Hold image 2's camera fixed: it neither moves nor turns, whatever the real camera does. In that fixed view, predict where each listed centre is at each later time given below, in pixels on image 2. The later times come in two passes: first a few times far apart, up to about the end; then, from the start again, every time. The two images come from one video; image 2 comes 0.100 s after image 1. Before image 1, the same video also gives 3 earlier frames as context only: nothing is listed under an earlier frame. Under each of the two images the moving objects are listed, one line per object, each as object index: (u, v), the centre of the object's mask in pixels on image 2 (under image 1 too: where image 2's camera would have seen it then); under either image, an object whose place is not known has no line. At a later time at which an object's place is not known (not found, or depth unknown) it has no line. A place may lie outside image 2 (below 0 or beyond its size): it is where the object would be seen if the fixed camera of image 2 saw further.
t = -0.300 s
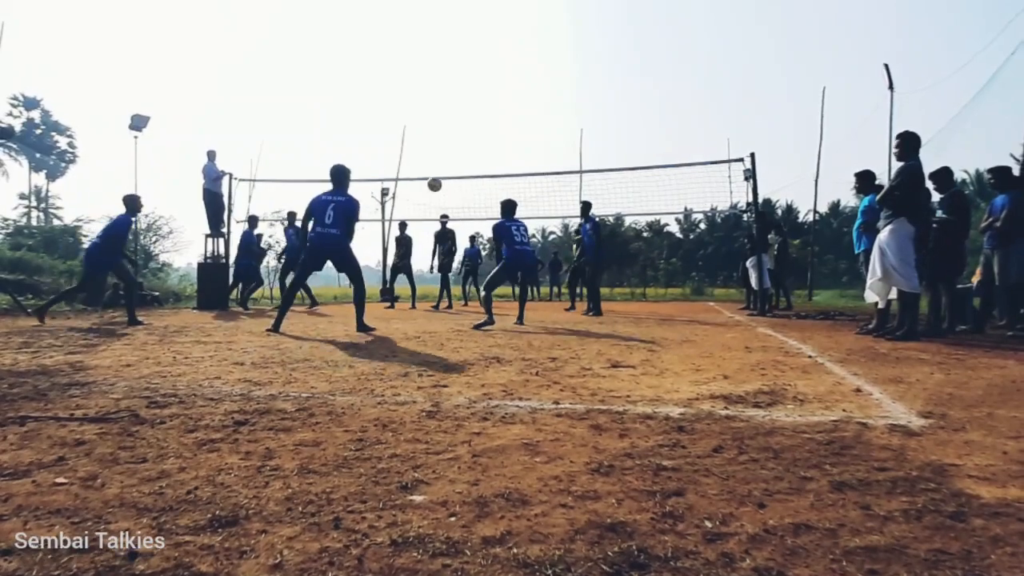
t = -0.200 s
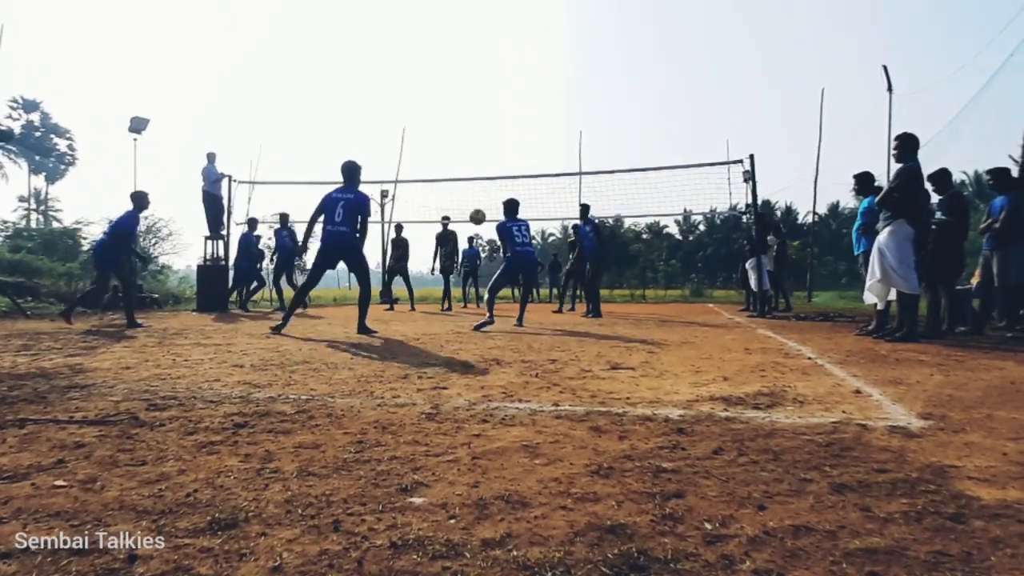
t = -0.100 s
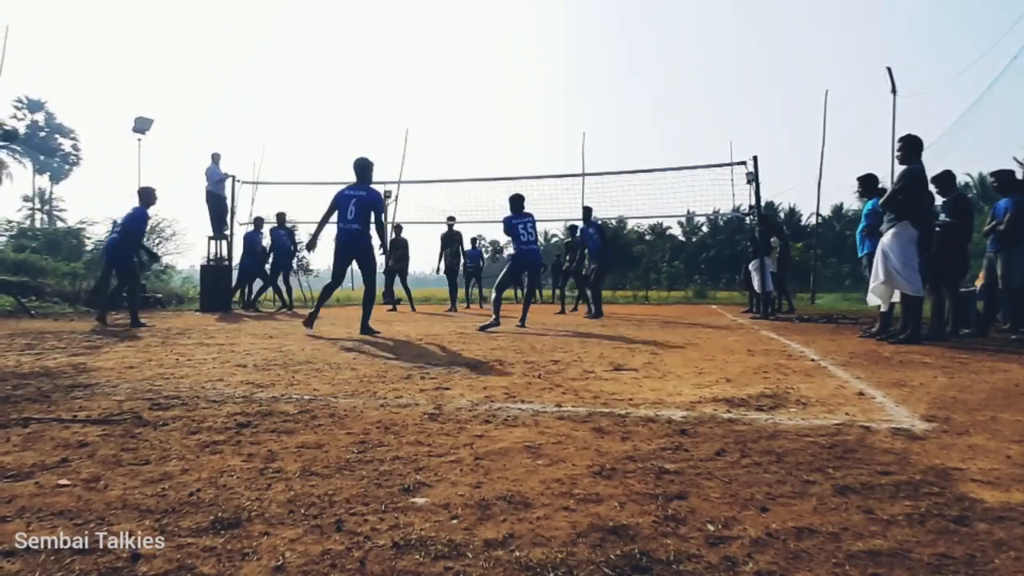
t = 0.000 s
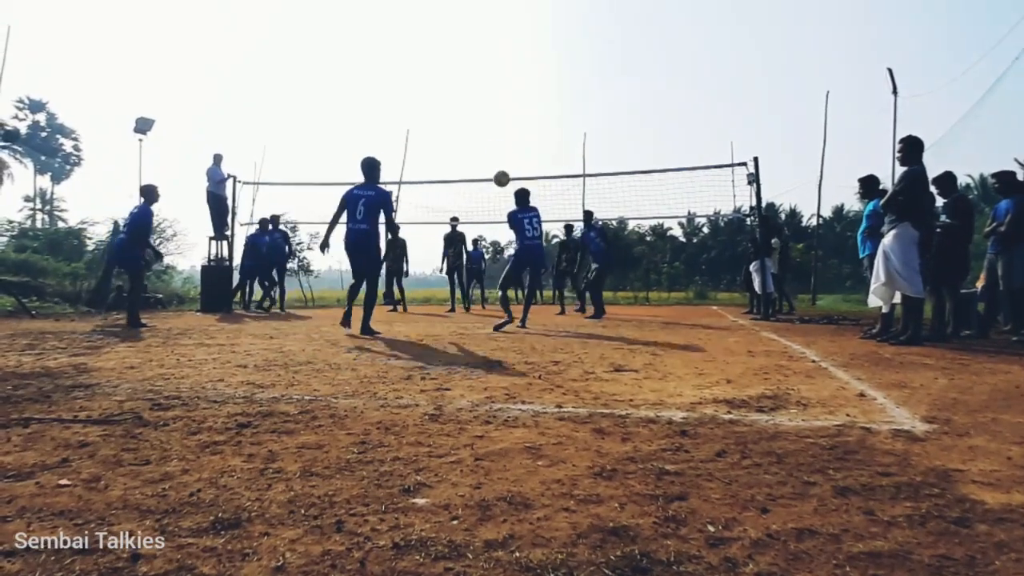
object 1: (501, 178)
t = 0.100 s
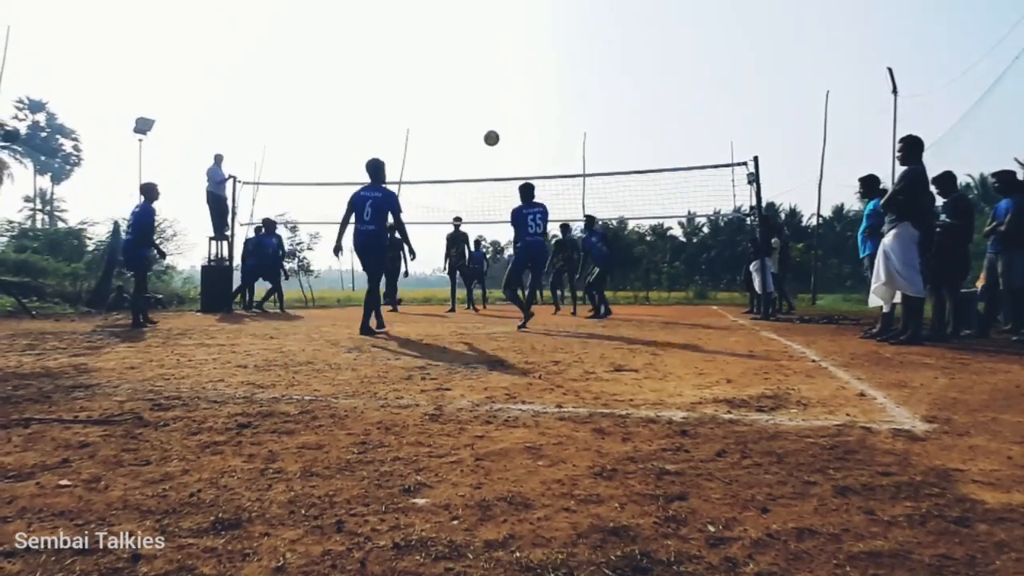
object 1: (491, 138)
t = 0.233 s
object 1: (479, 100)
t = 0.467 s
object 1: (459, 69)
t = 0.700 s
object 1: (442, 77)
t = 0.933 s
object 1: (427, 117)
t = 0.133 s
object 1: (488, 127)
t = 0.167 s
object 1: (485, 117)
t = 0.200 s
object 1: (482, 108)
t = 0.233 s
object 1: (479, 100)
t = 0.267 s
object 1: (476, 93)
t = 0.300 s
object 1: (473, 87)
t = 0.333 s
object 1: (470, 82)
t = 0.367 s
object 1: (467, 77)
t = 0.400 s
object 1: (465, 73)
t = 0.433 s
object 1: (462, 70)
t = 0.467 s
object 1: (459, 69)
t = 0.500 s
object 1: (457, 67)
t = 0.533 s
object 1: (454, 67)
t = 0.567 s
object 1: (452, 68)
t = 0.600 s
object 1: (449, 69)
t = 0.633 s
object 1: (447, 71)
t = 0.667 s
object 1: (445, 73)
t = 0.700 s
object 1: (442, 77)
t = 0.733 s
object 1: (440, 80)
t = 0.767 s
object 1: (438, 85)
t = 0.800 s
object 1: (435, 90)
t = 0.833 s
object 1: (433, 96)
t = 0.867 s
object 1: (431, 102)
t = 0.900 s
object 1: (429, 110)
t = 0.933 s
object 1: (427, 117)
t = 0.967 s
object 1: (424, 125)
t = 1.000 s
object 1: (422, 134)
